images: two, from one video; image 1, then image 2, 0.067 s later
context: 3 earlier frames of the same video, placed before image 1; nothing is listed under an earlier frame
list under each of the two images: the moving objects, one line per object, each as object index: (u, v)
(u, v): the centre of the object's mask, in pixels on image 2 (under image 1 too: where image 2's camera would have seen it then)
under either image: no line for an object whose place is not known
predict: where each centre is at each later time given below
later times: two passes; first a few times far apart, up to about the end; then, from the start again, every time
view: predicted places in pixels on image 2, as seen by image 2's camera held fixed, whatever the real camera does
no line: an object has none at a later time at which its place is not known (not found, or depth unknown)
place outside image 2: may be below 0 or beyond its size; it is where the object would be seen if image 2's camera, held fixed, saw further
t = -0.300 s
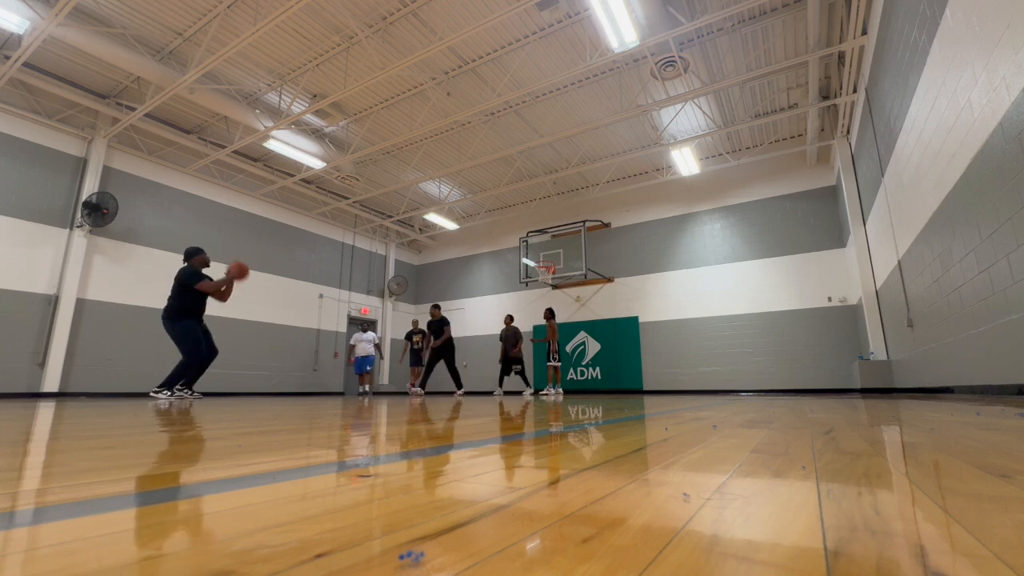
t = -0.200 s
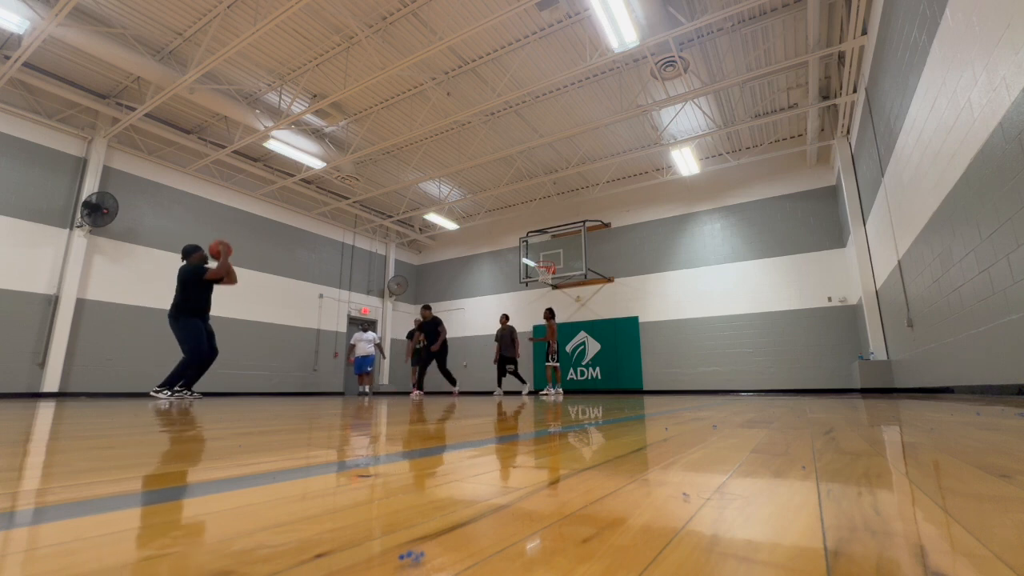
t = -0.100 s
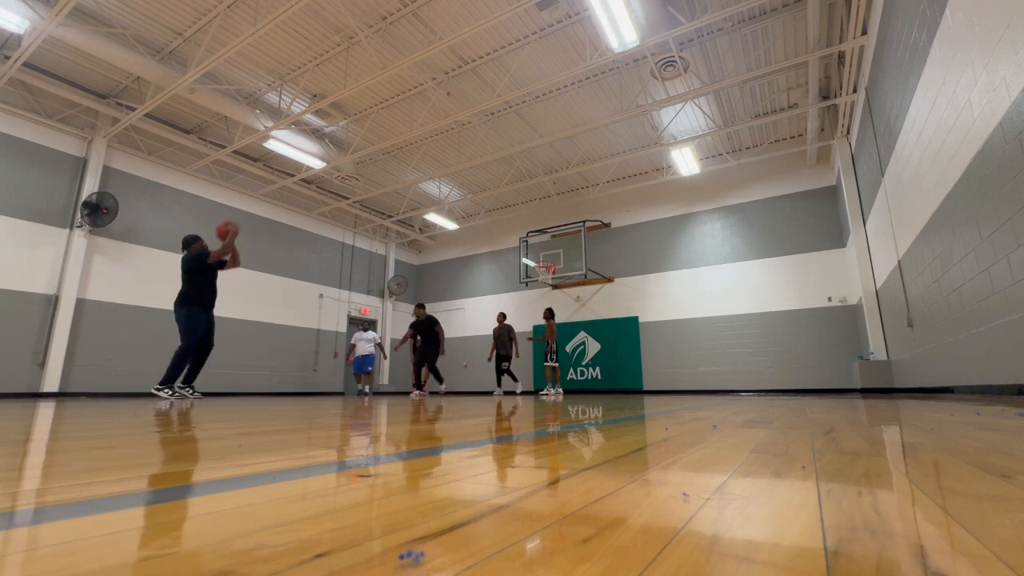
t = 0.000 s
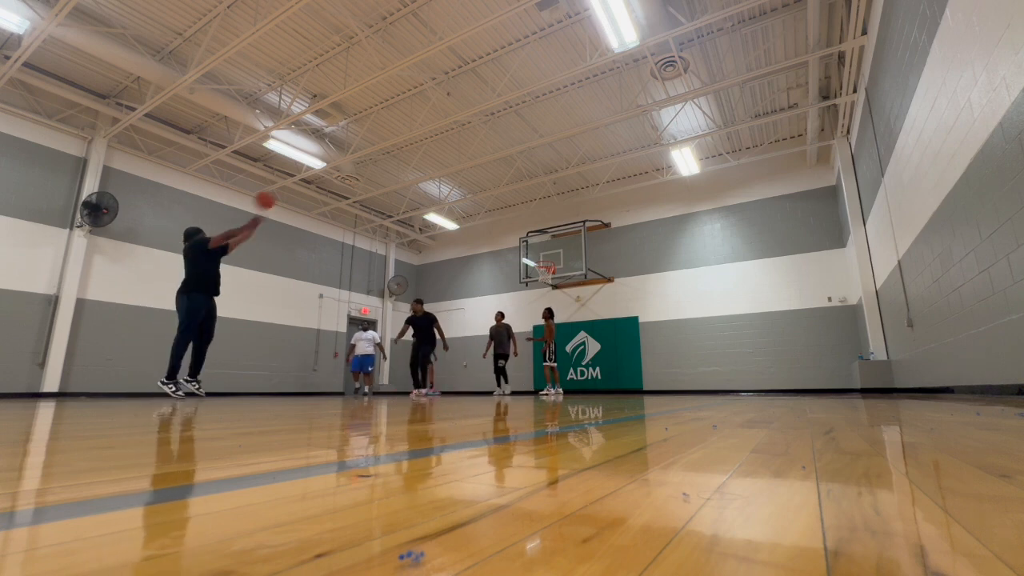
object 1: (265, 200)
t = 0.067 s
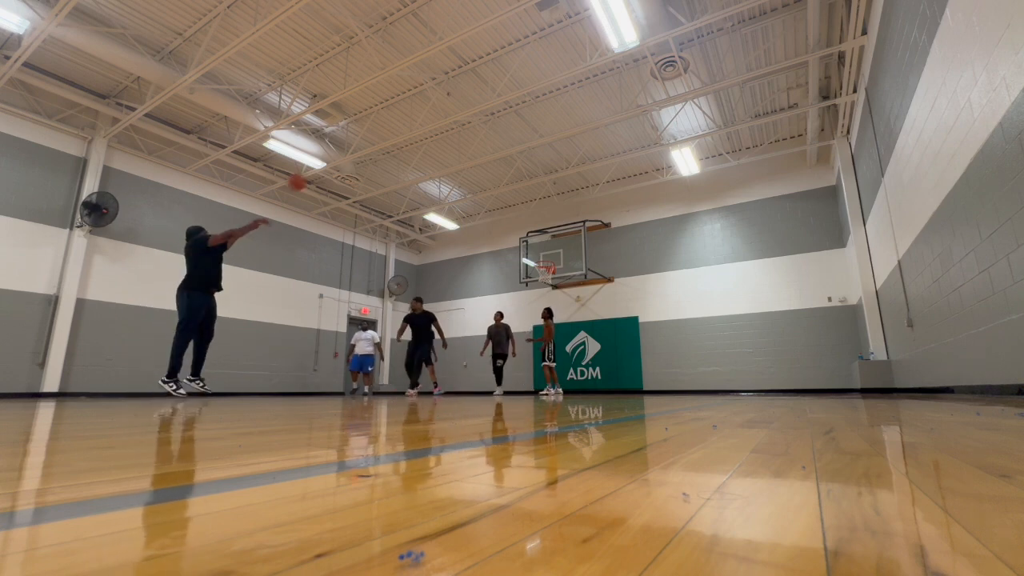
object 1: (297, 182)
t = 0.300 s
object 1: (381, 151)
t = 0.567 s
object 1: (446, 156)
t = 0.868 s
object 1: (499, 194)
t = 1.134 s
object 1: (537, 249)
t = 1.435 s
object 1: (560, 222)
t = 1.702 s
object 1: (582, 199)
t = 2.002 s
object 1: (615, 209)
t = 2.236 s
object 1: (649, 255)
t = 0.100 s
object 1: (310, 175)
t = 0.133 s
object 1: (325, 168)
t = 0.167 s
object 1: (337, 163)
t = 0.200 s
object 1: (349, 159)
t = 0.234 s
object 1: (360, 156)
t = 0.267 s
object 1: (370, 153)
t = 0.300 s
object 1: (381, 151)
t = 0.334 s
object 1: (390, 149)
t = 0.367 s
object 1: (400, 149)
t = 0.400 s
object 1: (408, 149)
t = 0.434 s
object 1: (416, 148)
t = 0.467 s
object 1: (424, 150)
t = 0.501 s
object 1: (432, 151)
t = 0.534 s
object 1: (439, 153)
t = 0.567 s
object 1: (446, 156)
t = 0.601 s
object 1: (453, 159)
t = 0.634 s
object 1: (459, 162)
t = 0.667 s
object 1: (466, 165)
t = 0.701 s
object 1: (472, 169)
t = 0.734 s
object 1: (478, 173)
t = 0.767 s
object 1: (483, 178)
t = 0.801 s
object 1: (489, 183)
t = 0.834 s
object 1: (494, 188)
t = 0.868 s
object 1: (499, 194)
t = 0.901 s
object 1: (505, 200)
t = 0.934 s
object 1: (509, 206)
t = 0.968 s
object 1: (514, 212)
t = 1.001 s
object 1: (519, 219)
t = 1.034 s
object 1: (523, 226)
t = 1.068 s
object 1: (527, 233)
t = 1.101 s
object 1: (532, 241)
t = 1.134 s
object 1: (537, 249)
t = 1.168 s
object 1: (541, 257)
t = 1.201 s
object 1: (544, 260)
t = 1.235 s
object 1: (546, 254)
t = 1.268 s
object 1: (548, 248)
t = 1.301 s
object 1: (551, 242)
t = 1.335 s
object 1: (553, 237)
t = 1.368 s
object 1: (555, 232)
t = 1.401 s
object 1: (558, 226)
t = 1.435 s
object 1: (560, 222)
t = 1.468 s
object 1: (562, 217)
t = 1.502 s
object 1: (565, 214)
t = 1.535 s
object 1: (568, 210)
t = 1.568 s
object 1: (570, 207)
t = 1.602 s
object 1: (573, 204)
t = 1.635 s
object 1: (576, 202)
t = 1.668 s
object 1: (579, 200)
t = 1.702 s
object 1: (582, 199)
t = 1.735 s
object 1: (585, 198)
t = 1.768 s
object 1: (588, 197)
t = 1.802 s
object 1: (592, 197)
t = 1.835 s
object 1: (595, 198)
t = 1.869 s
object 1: (599, 199)
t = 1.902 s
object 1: (603, 201)
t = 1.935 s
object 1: (607, 203)
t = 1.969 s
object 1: (611, 206)
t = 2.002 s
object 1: (615, 209)
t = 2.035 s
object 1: (619, 214)
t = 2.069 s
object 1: (624, 218)
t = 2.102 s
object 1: (628, 224)
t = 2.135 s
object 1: (633, 231)
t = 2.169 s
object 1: (638, 238)
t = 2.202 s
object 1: (644, 246)
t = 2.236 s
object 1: (649, 255)
